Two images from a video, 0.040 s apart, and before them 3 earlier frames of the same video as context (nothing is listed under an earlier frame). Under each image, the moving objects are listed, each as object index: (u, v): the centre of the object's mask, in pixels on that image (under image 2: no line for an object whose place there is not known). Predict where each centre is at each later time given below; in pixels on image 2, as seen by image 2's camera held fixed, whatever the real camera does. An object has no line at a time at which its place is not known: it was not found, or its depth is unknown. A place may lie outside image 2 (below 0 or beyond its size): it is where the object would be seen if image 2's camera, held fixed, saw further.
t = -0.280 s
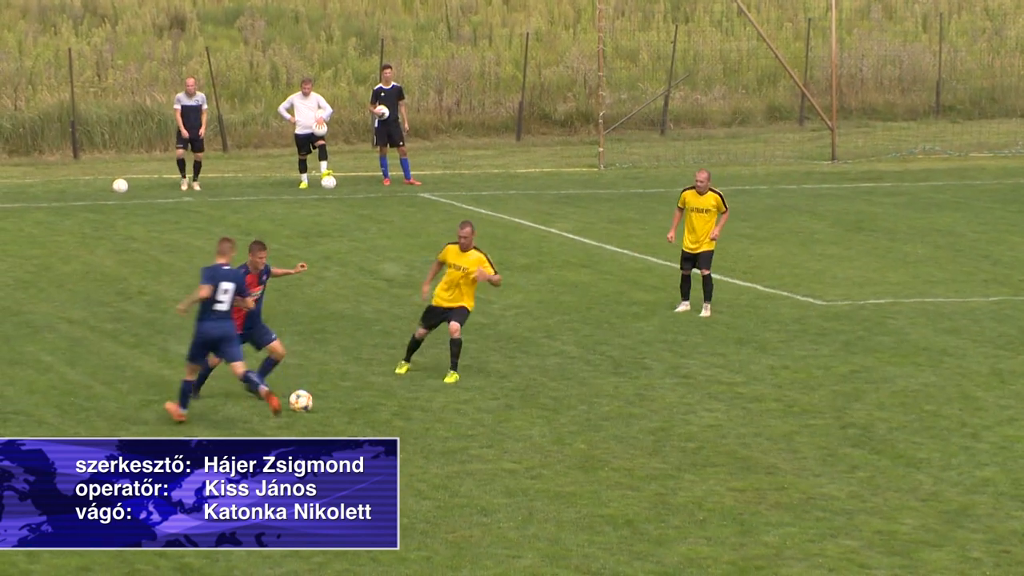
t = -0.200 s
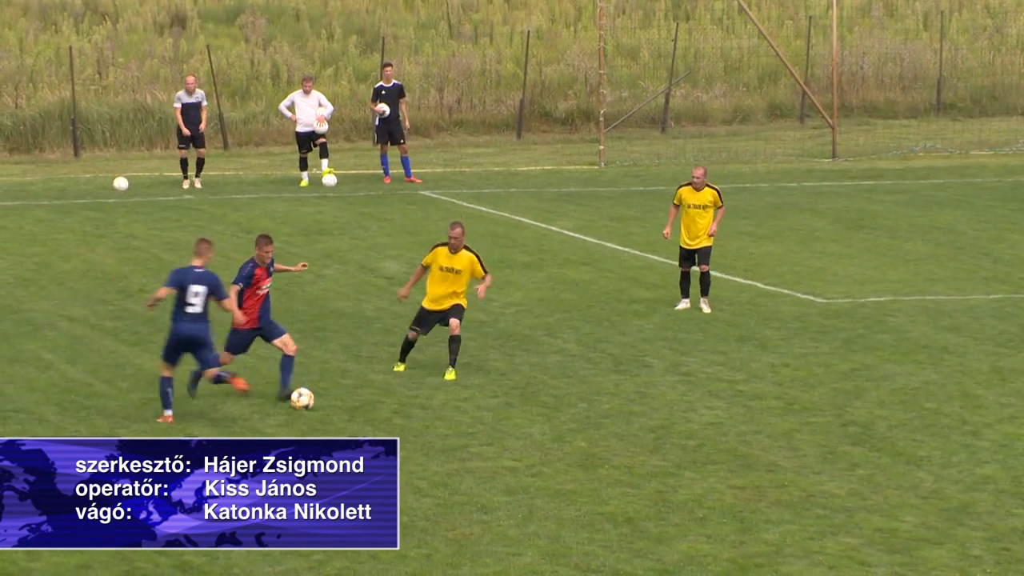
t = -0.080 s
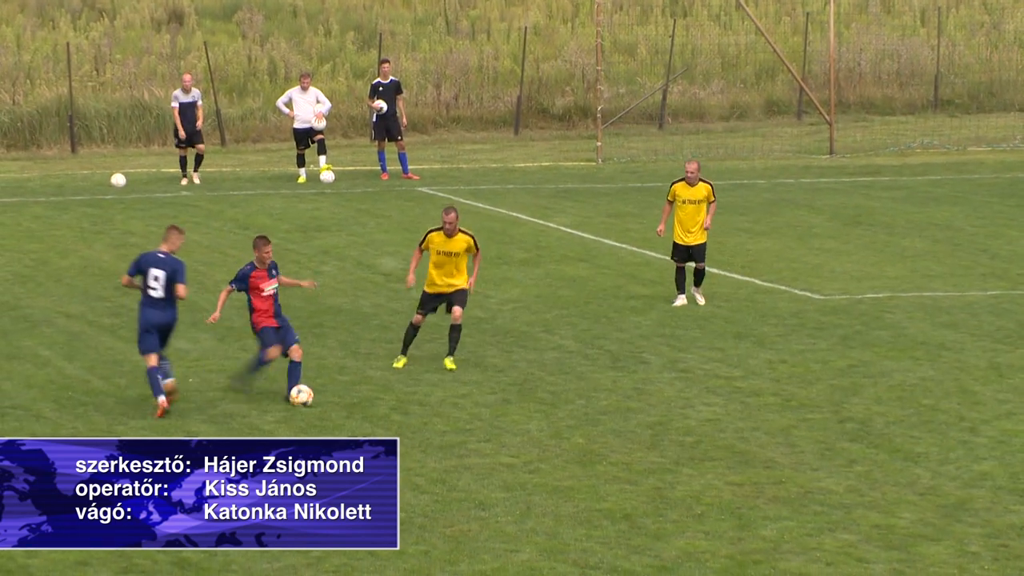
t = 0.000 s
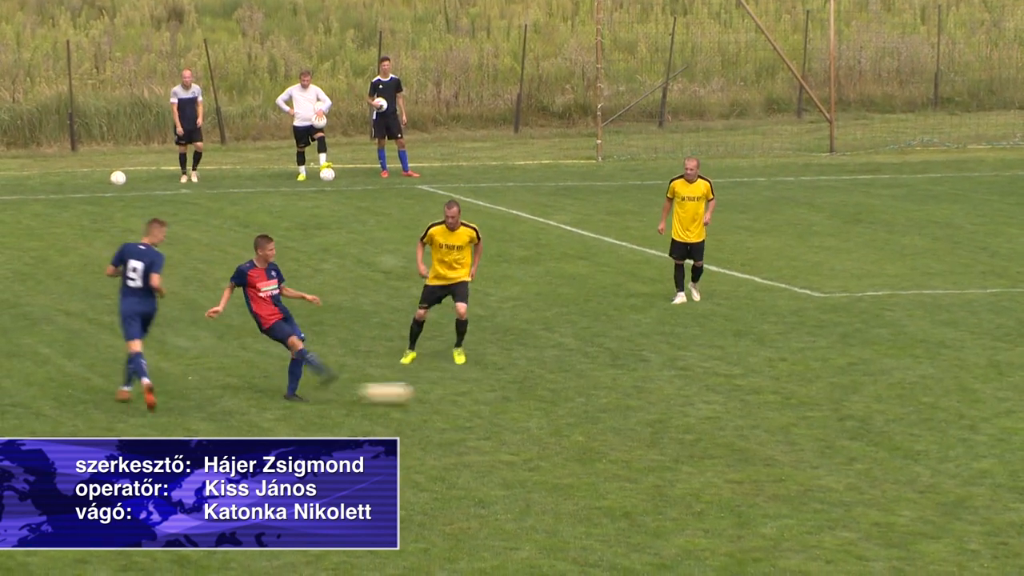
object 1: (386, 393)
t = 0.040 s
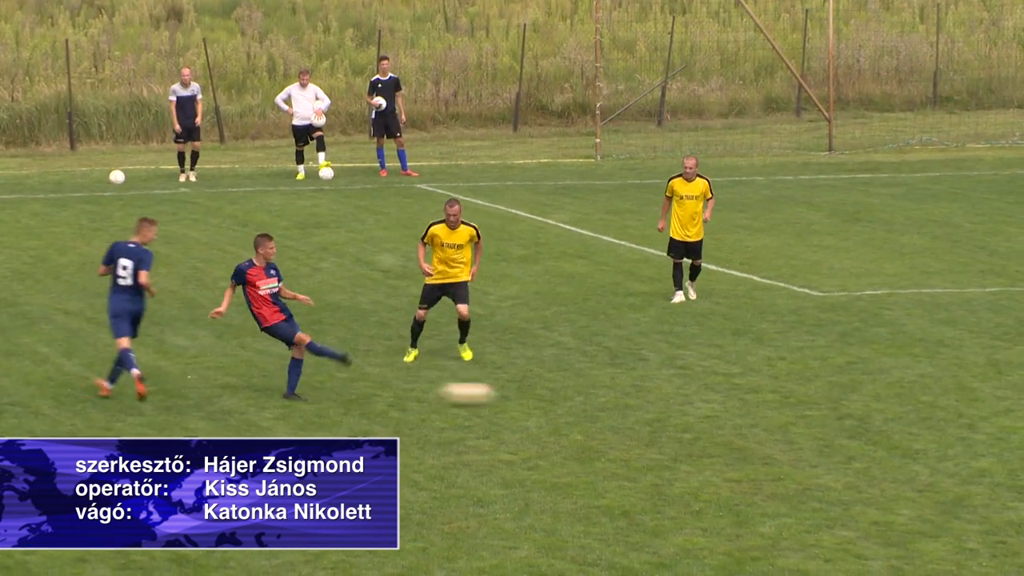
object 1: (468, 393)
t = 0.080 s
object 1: (550, 396)
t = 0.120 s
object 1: (631, 399)
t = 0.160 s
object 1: (710, 400)
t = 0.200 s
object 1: (781, 400)
